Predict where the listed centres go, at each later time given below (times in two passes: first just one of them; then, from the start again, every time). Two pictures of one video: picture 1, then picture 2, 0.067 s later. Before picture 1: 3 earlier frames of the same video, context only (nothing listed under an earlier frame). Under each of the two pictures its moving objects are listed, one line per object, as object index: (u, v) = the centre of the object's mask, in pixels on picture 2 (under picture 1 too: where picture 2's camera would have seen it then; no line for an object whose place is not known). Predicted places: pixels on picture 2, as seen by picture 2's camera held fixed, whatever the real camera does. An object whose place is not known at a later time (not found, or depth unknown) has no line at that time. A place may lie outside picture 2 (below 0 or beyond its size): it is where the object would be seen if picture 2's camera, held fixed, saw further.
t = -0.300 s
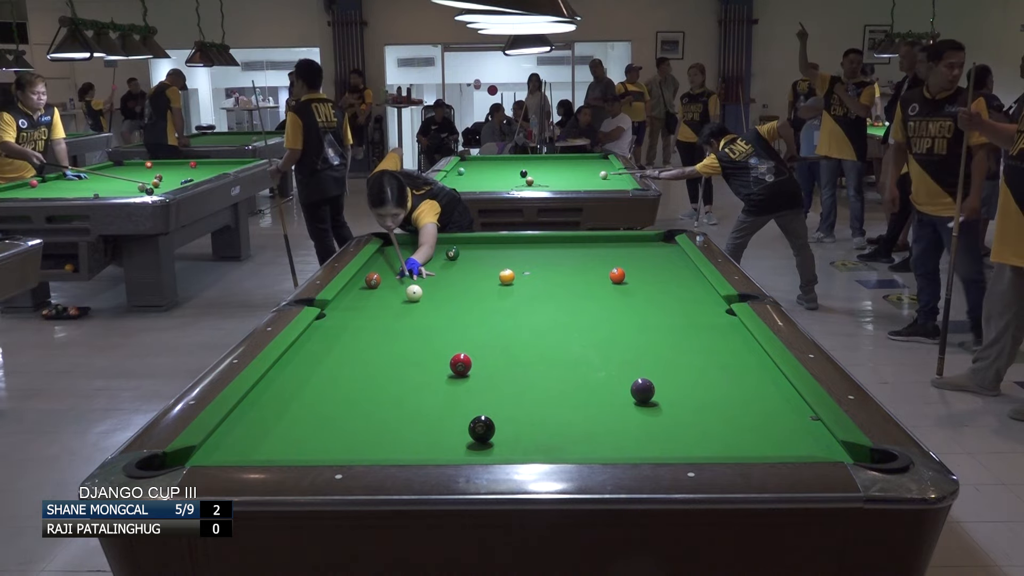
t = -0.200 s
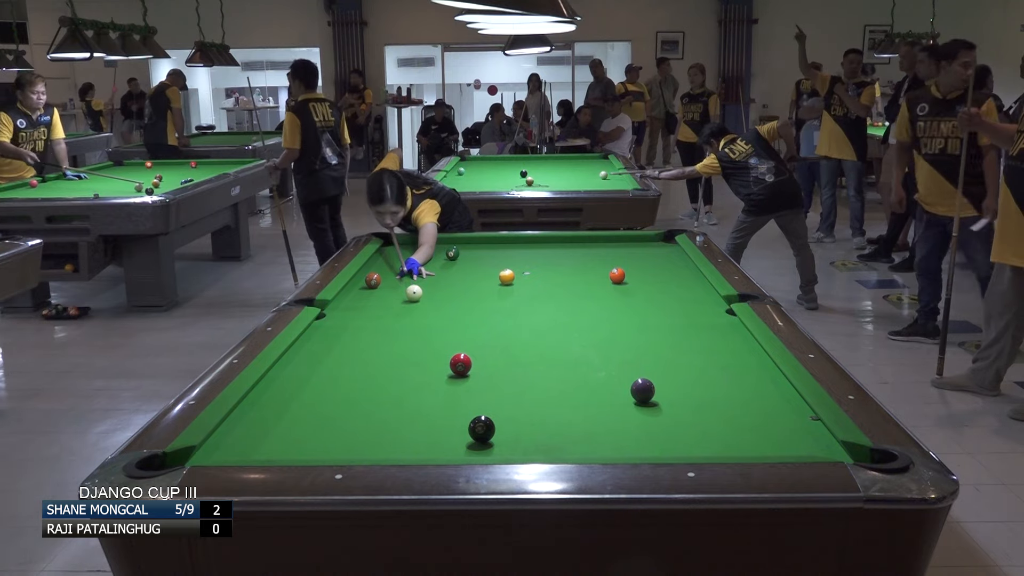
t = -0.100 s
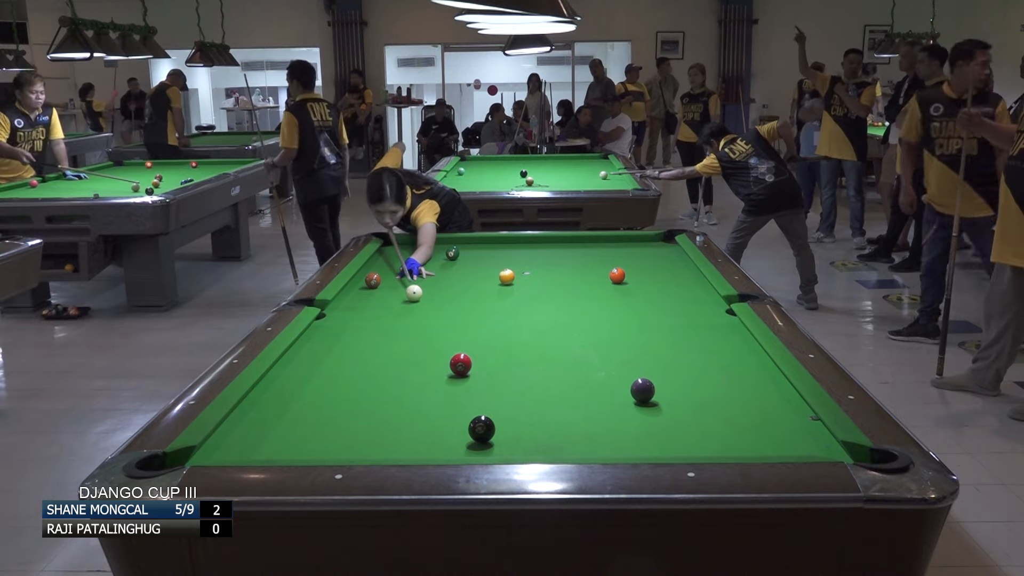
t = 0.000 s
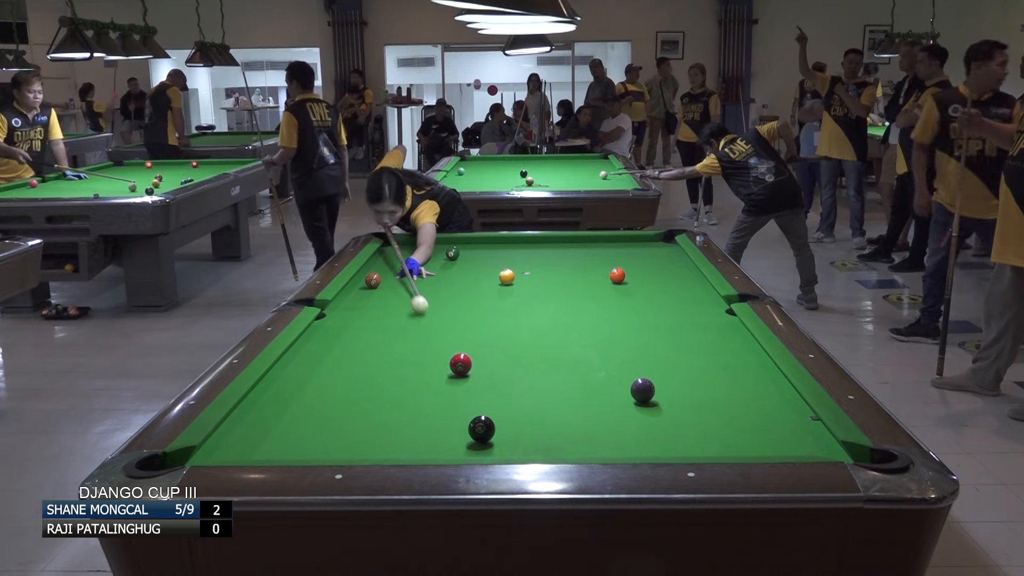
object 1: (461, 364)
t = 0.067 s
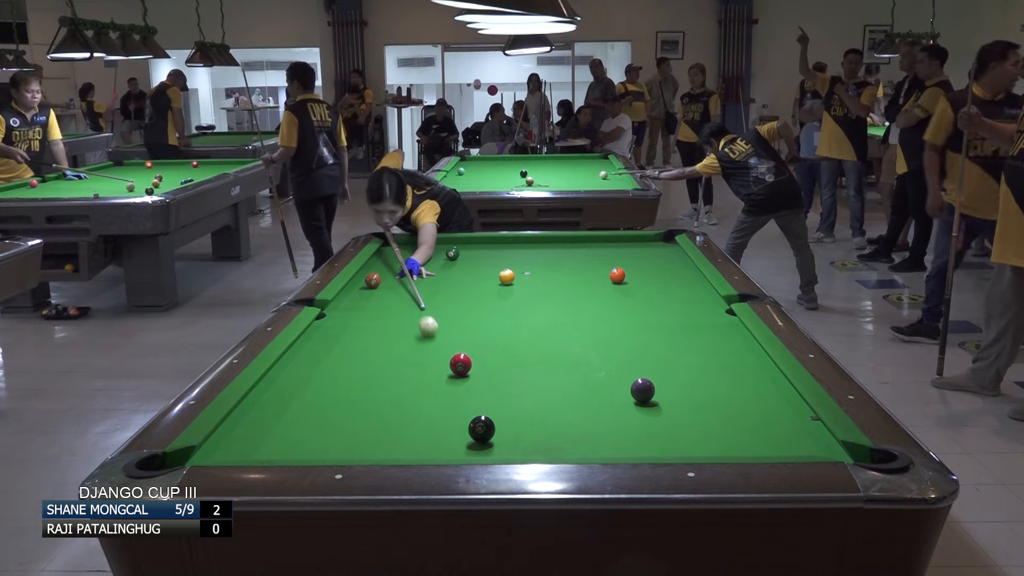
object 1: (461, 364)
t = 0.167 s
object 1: (471, 366)
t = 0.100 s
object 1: (461, 364)
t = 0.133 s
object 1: (461, 364)
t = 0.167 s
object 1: (471, 366)
